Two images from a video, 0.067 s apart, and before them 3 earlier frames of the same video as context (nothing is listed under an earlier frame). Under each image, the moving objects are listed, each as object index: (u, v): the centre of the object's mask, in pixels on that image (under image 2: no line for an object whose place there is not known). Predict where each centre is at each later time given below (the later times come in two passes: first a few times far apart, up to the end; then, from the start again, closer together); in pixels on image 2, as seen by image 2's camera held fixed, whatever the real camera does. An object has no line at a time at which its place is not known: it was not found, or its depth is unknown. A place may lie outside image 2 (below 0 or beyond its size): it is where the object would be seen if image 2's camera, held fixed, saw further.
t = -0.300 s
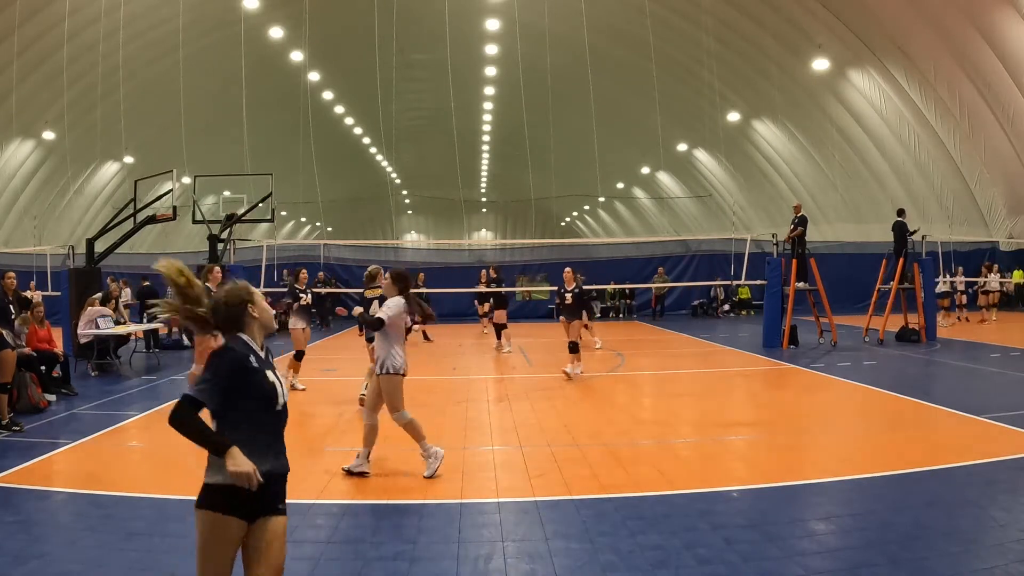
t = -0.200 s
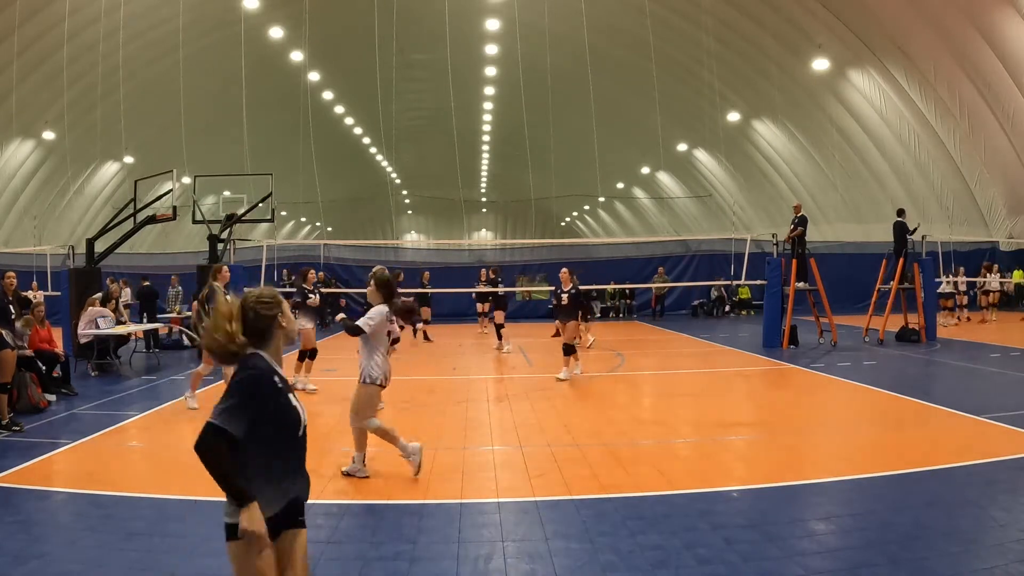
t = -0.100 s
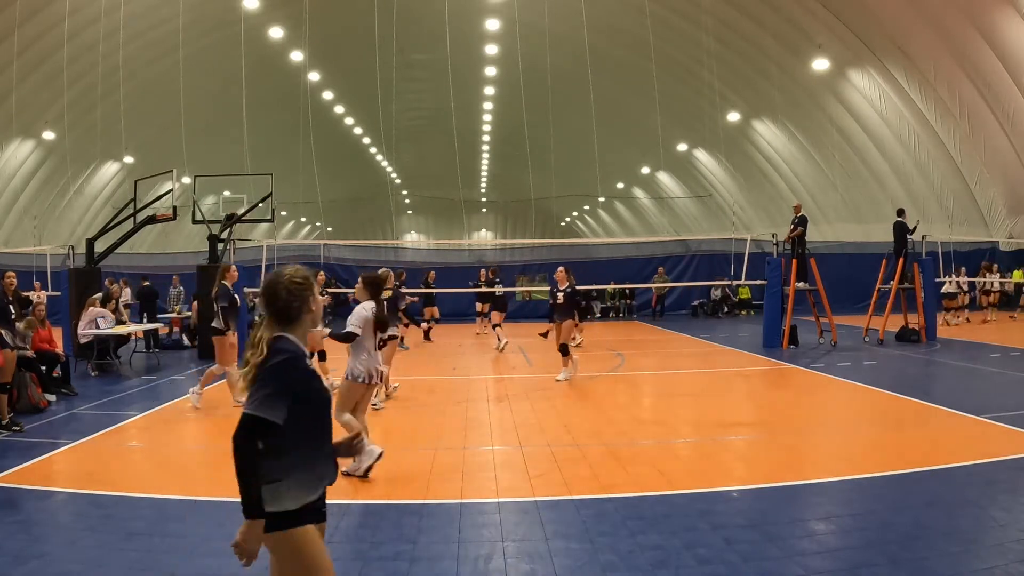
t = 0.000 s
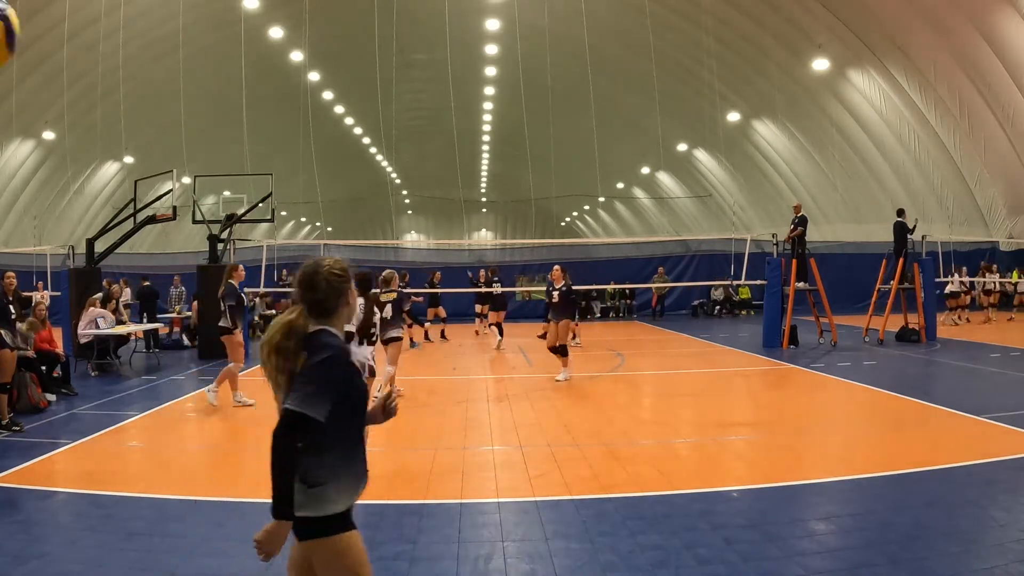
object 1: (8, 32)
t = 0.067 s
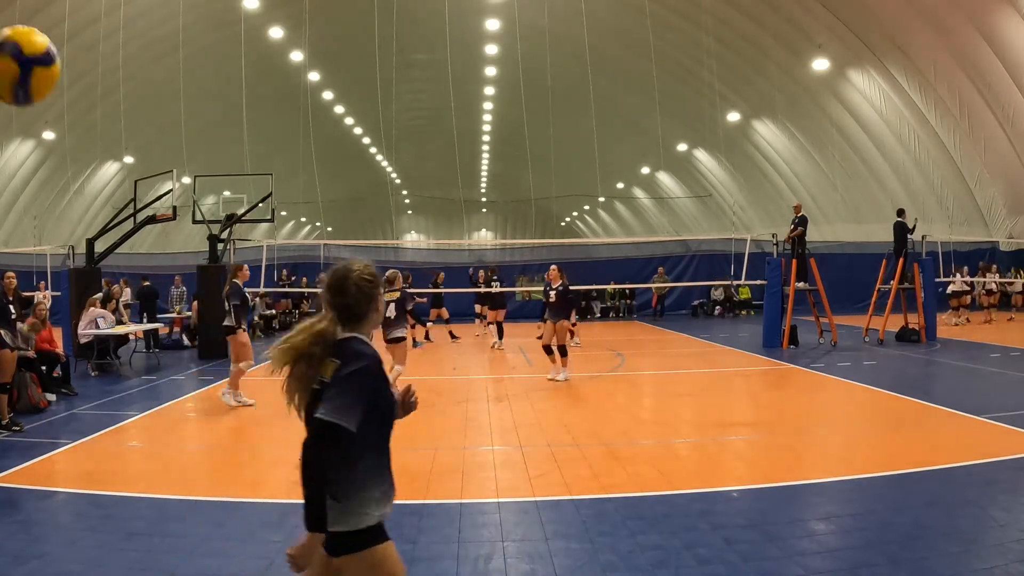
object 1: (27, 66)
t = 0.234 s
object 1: (114, 204)
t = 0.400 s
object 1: (198, 391)
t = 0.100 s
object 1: (41, 87)
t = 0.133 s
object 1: (60, 112)
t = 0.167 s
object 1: (78, 139)
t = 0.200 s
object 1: (96, 170)
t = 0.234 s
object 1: (114, 204)
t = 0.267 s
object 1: (132, 238)
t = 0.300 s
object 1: (149, 275)
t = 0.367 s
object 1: (183, 351)
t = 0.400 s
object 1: (198, 391)
